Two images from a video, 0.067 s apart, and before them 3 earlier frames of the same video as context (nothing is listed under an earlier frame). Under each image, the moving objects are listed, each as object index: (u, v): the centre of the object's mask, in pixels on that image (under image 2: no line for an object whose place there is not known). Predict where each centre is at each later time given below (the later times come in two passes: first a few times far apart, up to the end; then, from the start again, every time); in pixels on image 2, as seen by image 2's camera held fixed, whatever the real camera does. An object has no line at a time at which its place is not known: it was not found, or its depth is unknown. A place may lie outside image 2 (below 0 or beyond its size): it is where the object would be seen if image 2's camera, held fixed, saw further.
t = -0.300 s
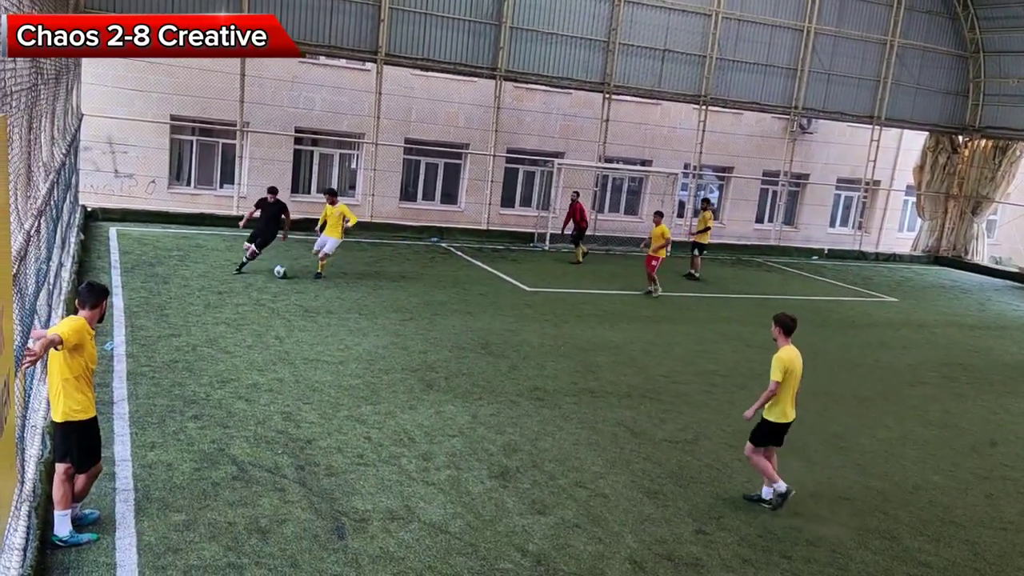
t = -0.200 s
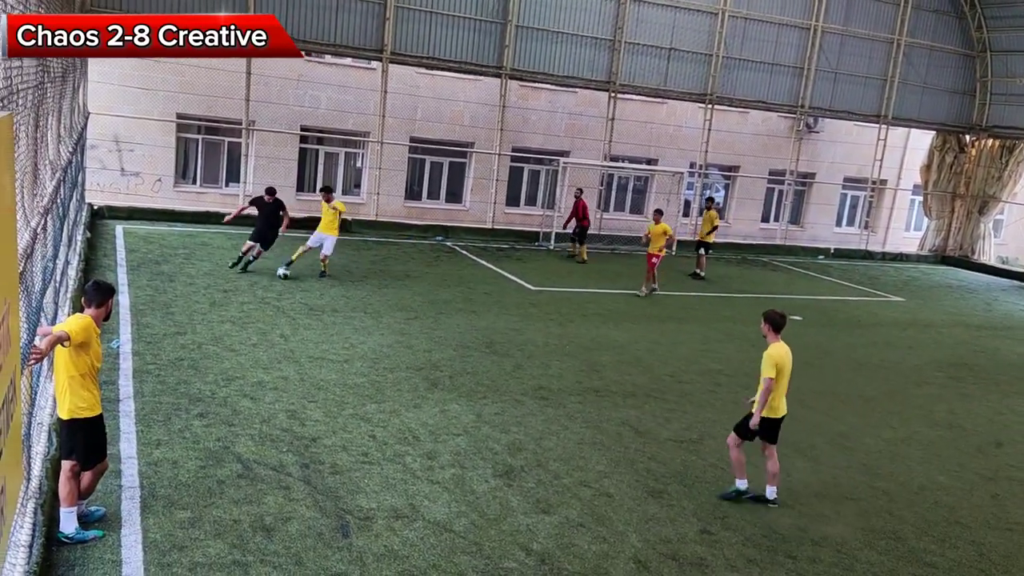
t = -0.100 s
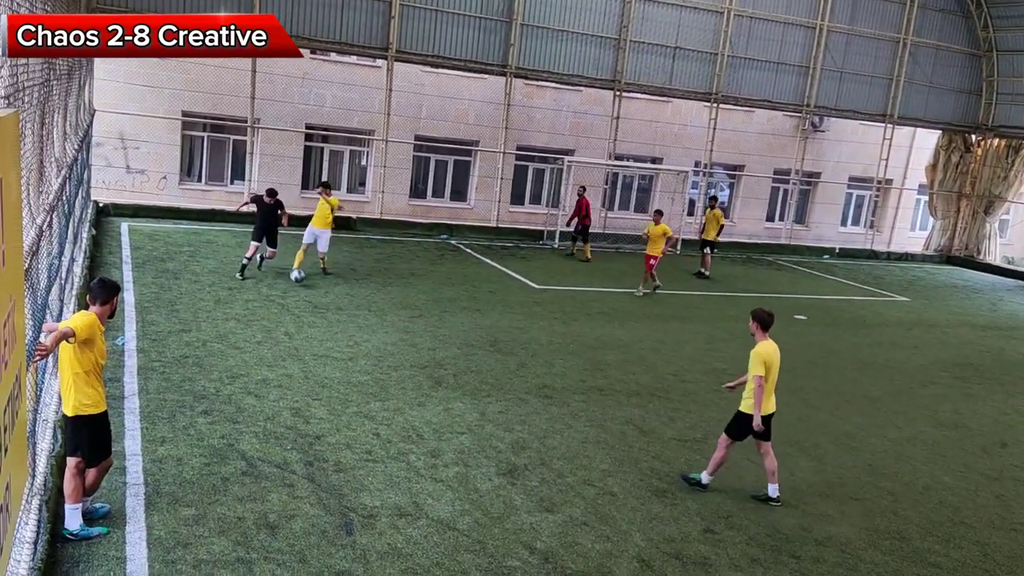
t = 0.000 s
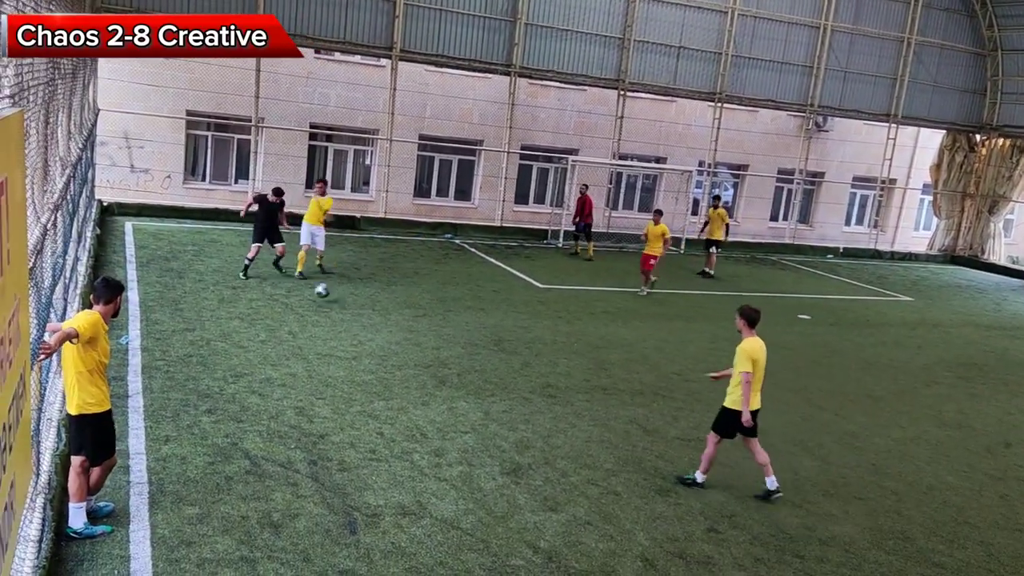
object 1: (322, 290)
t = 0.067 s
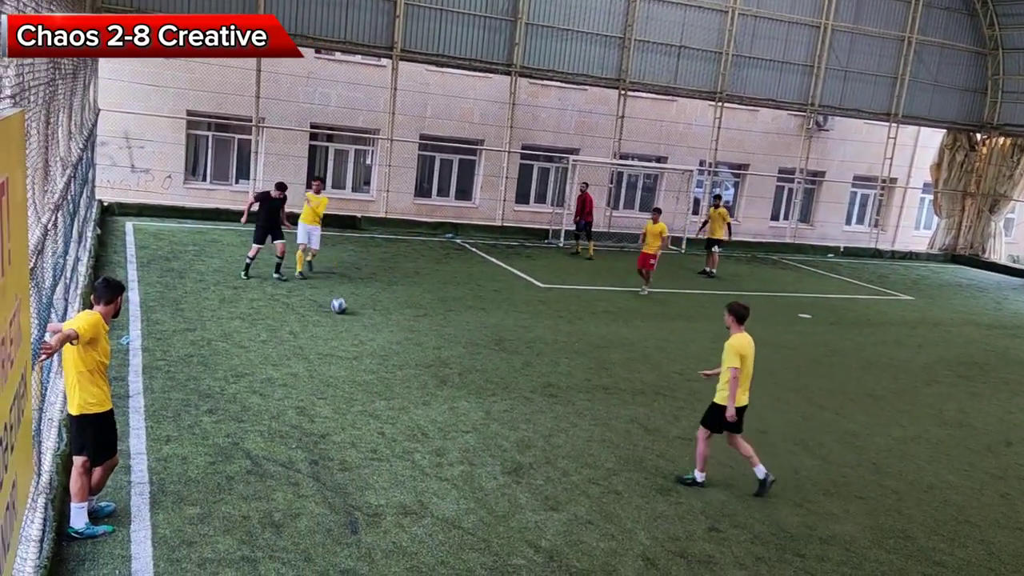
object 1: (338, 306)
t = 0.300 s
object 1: (399, 350)
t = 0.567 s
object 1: (475, 399)
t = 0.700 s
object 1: (520, 431)
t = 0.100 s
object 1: (347, 311)
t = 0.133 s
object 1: (354, 314)
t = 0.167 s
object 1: (363, 319)
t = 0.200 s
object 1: (371, 325)
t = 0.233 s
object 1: (380, 332)
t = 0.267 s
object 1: (388, 341)
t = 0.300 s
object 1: (399, 350)
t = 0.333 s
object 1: (407, 353)
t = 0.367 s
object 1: (416, 358)
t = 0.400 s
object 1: (425, 363)
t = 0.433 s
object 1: (435, 371)
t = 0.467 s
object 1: (444, 380)
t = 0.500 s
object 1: (454, 387)
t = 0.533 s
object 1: (465, 392)
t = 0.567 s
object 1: (475, 399)
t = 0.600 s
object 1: (486, 407)
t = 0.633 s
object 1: (496, 416)
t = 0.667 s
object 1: (508, 425)
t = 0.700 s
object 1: (520, 431)
